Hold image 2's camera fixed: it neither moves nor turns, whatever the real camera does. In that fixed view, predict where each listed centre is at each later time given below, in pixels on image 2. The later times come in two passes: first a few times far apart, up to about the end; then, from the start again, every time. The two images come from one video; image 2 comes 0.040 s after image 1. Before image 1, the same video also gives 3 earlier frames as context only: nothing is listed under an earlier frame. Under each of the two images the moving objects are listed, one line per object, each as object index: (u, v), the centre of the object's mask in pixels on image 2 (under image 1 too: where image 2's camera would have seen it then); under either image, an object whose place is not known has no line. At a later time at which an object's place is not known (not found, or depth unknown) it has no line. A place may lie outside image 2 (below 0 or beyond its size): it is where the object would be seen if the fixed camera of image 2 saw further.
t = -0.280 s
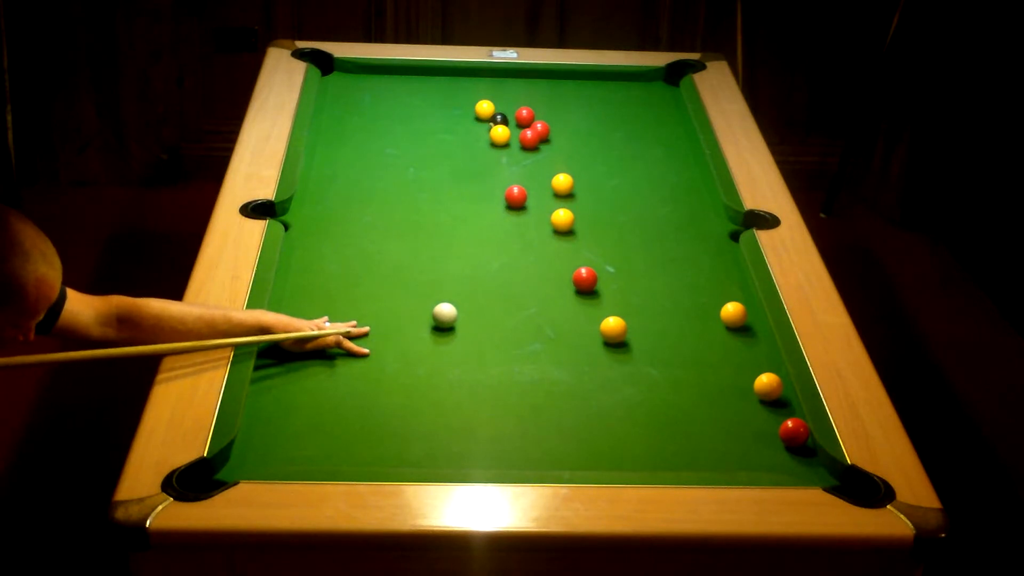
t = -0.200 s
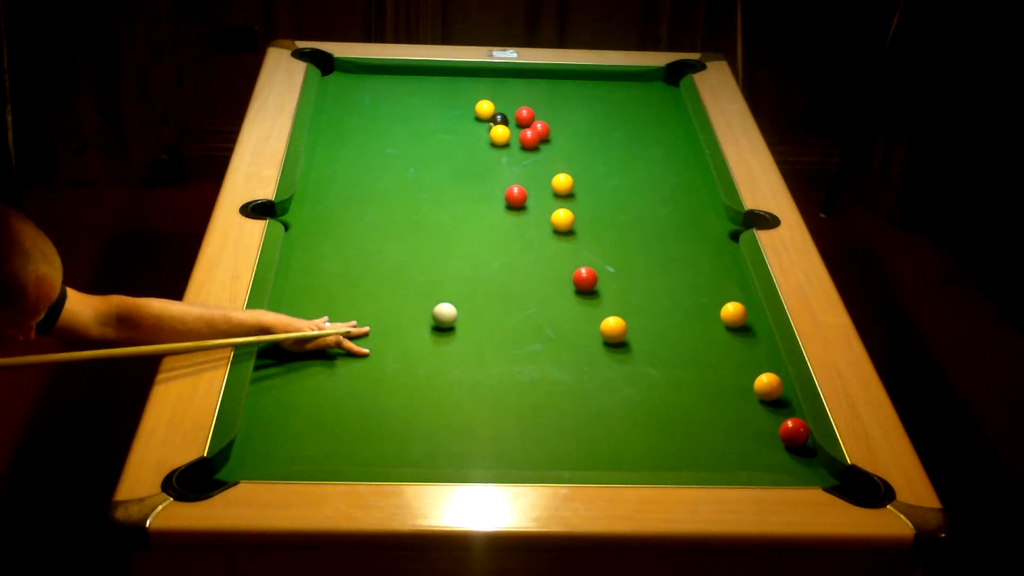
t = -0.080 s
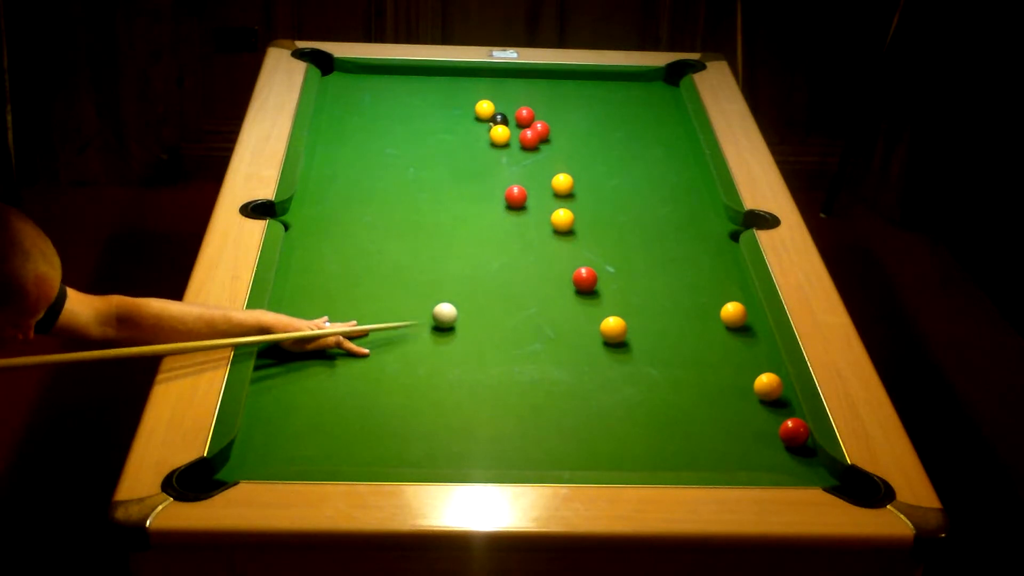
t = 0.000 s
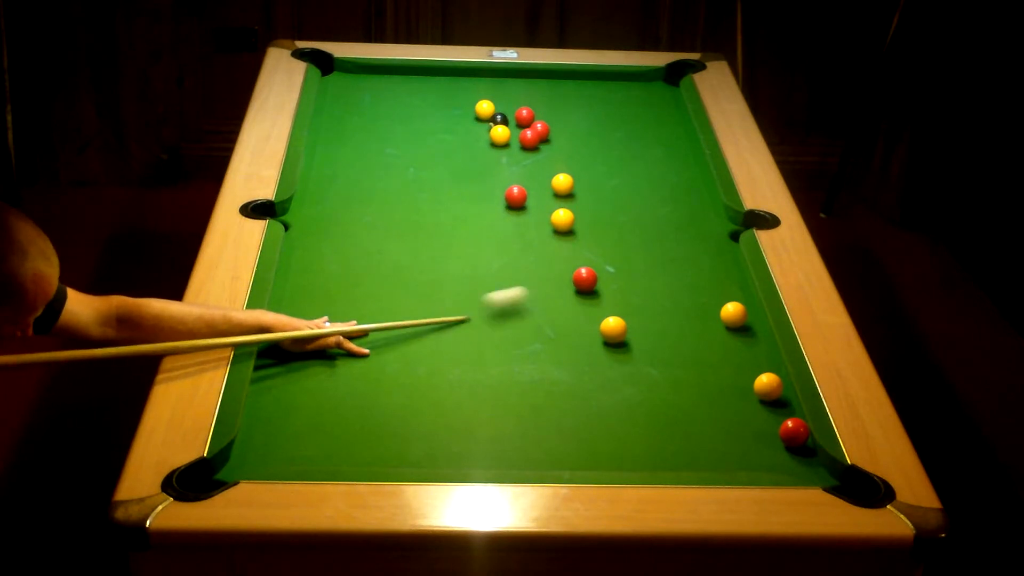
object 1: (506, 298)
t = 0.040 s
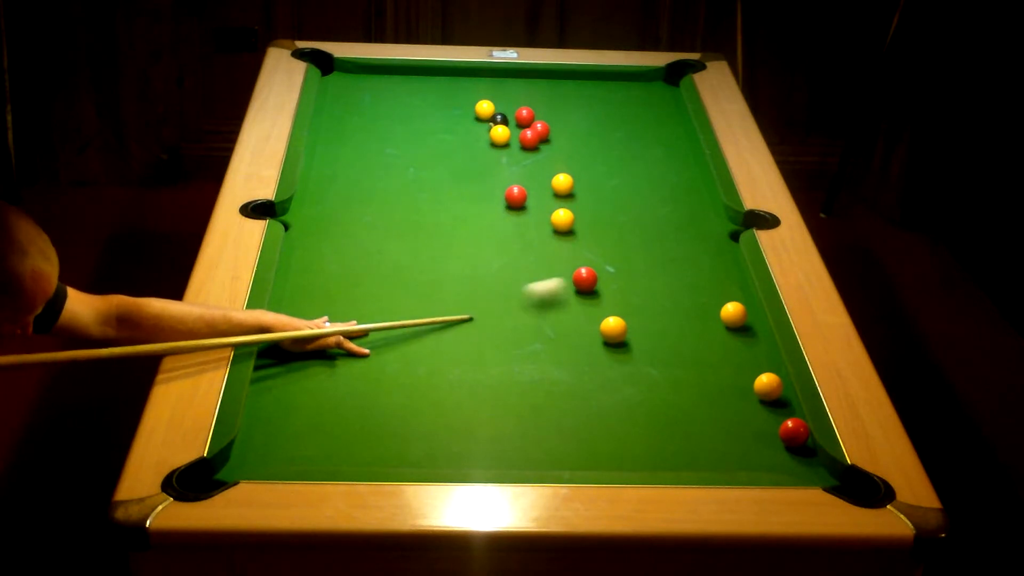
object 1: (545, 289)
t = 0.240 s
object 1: (560, 299)
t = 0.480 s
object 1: (548, 316)
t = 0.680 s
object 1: (538, 329)
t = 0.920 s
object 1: (527, 343)
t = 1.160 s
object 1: (516, 356)
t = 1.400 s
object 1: (506, 368)
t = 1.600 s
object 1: (499, 376)
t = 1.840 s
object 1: (491, 385)
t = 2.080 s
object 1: (484, 391)
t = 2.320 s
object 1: (478, 396)
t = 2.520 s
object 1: (475, 398)
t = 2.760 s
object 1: (472, 400)
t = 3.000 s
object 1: (472, 401)
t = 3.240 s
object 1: (472, 400)
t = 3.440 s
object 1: (472, 400)
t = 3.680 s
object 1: (472, 400)
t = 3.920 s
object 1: (472, 400)
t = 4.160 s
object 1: (472, 401)
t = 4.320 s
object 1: (472, 400)
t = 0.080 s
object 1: (566, 288)
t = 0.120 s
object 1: (566, 291)
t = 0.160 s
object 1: (564, 294)
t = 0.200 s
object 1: (562, 297)
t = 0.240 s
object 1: (560, 299)
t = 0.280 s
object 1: (558, 302)
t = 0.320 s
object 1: (556, 305)
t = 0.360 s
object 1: (554, 308)
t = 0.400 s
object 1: (552, 311)
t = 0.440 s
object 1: (550, 313)
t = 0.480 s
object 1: (548, 316)
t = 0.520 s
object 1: (546, 318)
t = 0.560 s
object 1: (544, 321)
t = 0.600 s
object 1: (542, 324)
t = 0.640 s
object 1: (540, 326)
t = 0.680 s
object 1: (538, 329)
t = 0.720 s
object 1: (536, 331)
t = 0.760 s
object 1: (534, 334)
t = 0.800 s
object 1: (532, 336)
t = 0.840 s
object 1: (530, 338)
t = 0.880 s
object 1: (529, 341)
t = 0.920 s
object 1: (527, 343)
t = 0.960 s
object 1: (525, 345)
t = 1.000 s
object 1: (523, 348)
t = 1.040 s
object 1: (521, 350)
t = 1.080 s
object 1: (519, 352)
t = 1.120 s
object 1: (518, 354)
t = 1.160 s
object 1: (516, 356)
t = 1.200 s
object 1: (514, 358)
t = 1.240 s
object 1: (512, 360)
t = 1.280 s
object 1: (511, 362)
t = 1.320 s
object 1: (509, 364)
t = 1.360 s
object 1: (508, 366)
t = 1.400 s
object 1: (506, 368)
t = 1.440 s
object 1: (504, 369)
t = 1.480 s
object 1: (503, 371)
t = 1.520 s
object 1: (501, 373)
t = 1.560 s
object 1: (500, 374)
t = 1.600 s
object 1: (499, 376)
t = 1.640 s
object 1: (497, 377)
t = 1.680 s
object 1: (496, 379)
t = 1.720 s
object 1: (494, 381)
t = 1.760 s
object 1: (493, 382)
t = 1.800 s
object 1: (492, 383)
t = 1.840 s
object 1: (491, 385)
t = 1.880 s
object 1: (490, 386)
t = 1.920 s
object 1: (488, 387)
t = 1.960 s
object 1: (487, 388)
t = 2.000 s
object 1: (486, 389)
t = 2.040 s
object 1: (485, 390)
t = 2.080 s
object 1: (484, 391)
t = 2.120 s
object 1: (483, 392)
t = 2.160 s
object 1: (482, 393)
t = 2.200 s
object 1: (481, 393)
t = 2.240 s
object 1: (480, 395)
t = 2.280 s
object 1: (479, 395)
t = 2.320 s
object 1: (478, 396)
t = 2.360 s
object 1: (477, 396)
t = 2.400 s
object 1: (476, 397)
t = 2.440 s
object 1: (476, 397)
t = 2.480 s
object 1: (475, 398)
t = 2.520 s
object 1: (475, 398)
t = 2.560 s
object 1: (474, 399)
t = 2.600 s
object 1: (473, 399)
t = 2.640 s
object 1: (473, 400)
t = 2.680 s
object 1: (473, 399)
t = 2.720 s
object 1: (472, 400)
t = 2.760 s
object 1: (472, 400)
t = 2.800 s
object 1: (472, 400)
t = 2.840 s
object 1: (472, 400)
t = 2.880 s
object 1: (472, 400)
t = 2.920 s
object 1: (472, 401)
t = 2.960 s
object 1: (472, 400)
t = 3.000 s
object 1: (472, 401)
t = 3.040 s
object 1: (472, 400)
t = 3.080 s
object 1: (472, 400)
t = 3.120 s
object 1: (472, 401)
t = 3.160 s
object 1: (472, 400)
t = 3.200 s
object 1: (472, 400)
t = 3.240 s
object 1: (472, 400)
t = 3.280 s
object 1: (472, 401)
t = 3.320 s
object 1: (472, 400)
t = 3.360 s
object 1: (472, 400)
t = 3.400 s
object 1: (472, 400)
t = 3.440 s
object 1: (472, 400)
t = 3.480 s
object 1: (472, 401)
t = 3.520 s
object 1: (472, 401)
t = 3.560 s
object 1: (472, 401)
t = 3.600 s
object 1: (472, 400)
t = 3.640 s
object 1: (472, 400)
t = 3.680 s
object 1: (472, 400)
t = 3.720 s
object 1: (472, 401)
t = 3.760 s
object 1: (472, 400)
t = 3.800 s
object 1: (472, 400)
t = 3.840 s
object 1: (472, 400)
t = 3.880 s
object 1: (472, 400)
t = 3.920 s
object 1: (472, 400)
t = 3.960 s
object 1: (472, 400)
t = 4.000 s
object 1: (472, 400)
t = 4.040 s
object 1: (472, 401)
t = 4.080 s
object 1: (472, 400)
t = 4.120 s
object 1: (472, 400)
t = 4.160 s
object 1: (472, 401)
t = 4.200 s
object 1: (472, 401)
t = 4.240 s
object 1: (472, 400)
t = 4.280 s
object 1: (472, 400)
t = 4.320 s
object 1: (472, 400)
